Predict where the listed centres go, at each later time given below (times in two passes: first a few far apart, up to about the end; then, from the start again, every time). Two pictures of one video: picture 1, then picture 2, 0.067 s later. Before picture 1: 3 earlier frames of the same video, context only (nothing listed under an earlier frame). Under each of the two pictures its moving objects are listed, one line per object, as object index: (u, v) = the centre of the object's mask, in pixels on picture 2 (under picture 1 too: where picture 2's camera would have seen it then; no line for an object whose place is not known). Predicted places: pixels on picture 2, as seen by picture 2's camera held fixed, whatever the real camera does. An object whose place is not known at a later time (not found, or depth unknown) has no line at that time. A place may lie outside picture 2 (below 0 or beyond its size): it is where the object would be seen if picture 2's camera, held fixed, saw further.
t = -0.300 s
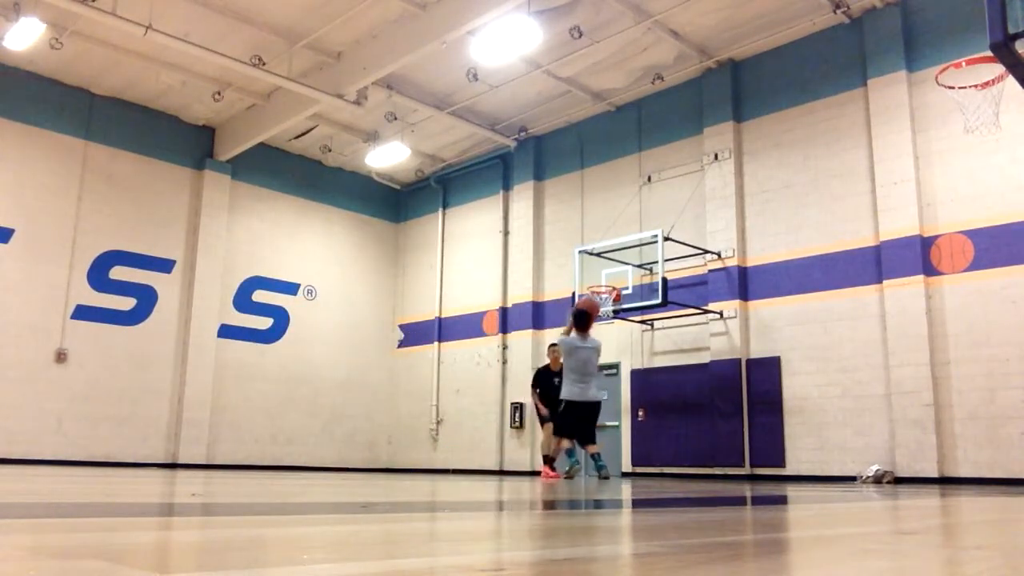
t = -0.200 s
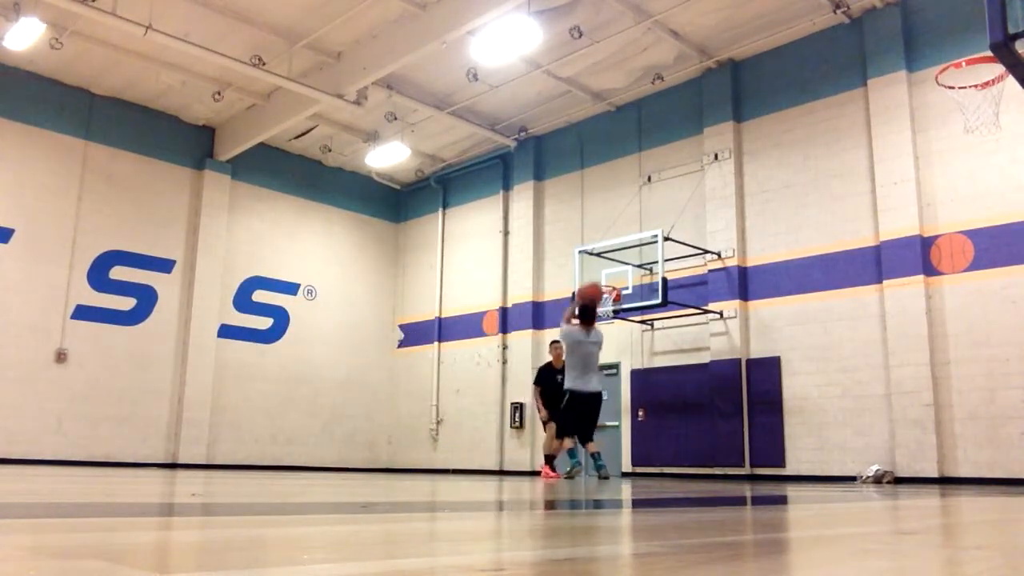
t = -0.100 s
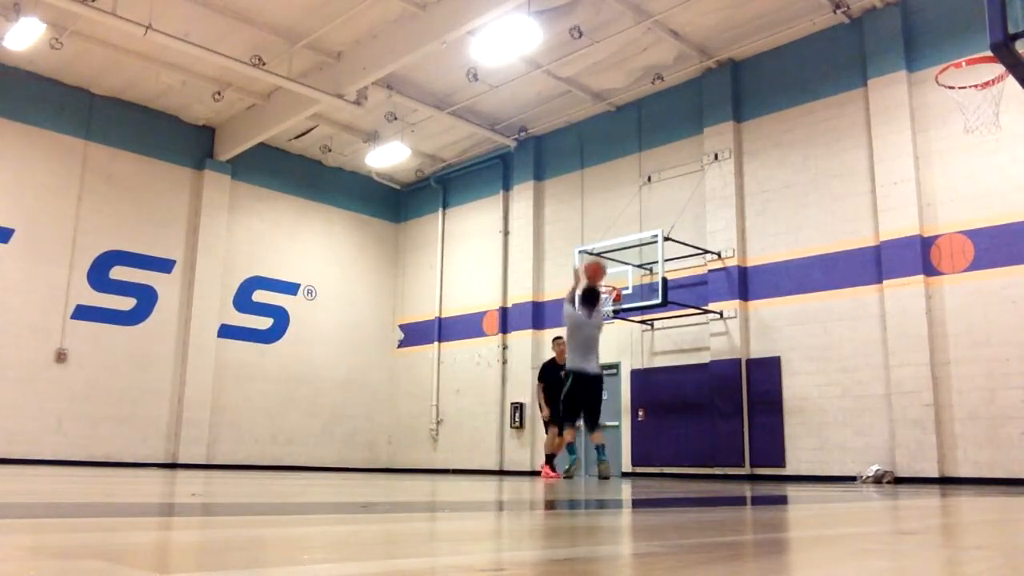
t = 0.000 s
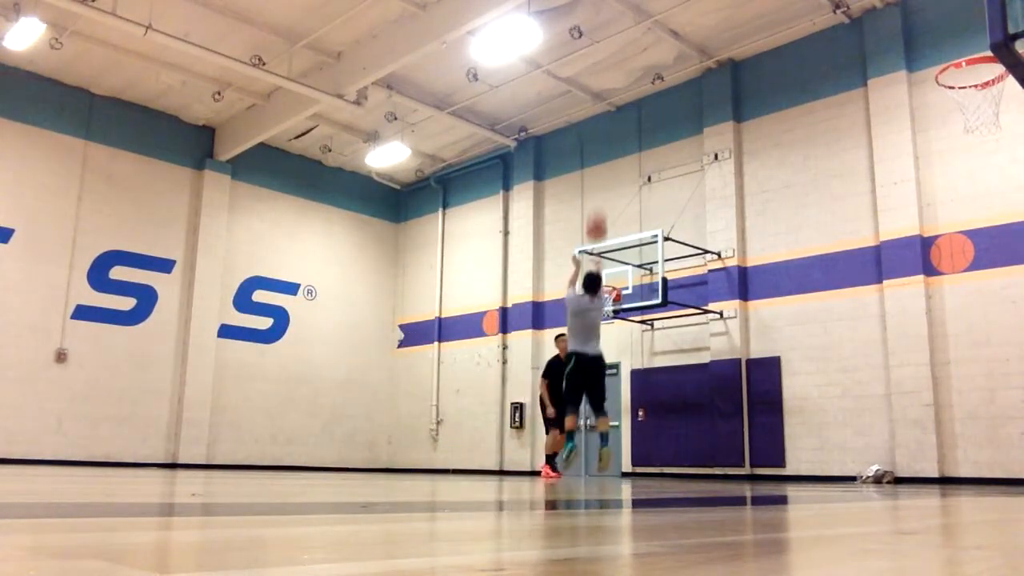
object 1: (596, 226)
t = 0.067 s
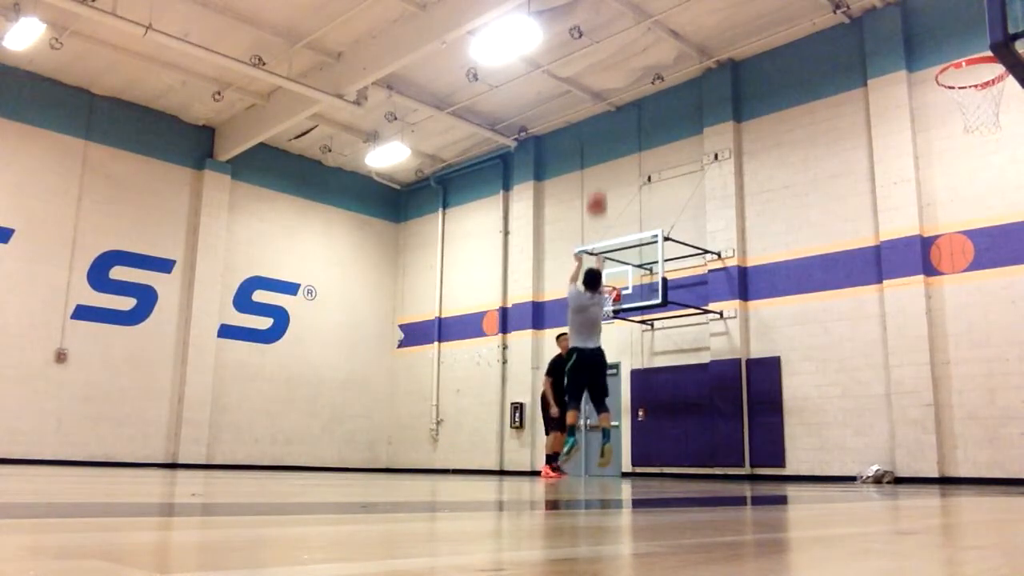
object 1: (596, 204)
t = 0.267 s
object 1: (597, 164)
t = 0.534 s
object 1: (598, 164)
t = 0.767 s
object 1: (599, 201)
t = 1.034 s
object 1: (599, 264)
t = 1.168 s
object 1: (601, 306)
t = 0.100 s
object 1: (597, 192)
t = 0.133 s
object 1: (597, 185)
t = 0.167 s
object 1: (597, 178)
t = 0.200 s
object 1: (597, 173)
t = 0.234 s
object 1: (597, 168)
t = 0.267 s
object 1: (597, 164)
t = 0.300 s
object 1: (598, 163)
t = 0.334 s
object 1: (597, 162)
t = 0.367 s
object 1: (597, 160)
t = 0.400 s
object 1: (597, 160)
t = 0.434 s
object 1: (597, 160)
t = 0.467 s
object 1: (598, 160)
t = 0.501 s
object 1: (598, 162)
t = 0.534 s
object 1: (598, 164)
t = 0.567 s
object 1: (598, 167)
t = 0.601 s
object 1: (599, 170)
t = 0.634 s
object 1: (599, 175)
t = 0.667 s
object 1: (599, 180)
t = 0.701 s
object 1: (599, 187)
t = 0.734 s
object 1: (599, 194)
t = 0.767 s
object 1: (599, 201)
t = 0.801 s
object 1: (599, 208)
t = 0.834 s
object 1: (600, 216)
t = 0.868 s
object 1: (599, 224)
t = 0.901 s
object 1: (600, 227)
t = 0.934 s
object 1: (600, 234)
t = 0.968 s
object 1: (600, 243)
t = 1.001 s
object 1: (598, 253)
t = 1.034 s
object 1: (599, 264)
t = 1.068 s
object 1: (599, 275)
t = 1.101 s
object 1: (599, 286)
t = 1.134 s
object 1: (601, 295)
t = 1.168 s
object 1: (601, 306)
